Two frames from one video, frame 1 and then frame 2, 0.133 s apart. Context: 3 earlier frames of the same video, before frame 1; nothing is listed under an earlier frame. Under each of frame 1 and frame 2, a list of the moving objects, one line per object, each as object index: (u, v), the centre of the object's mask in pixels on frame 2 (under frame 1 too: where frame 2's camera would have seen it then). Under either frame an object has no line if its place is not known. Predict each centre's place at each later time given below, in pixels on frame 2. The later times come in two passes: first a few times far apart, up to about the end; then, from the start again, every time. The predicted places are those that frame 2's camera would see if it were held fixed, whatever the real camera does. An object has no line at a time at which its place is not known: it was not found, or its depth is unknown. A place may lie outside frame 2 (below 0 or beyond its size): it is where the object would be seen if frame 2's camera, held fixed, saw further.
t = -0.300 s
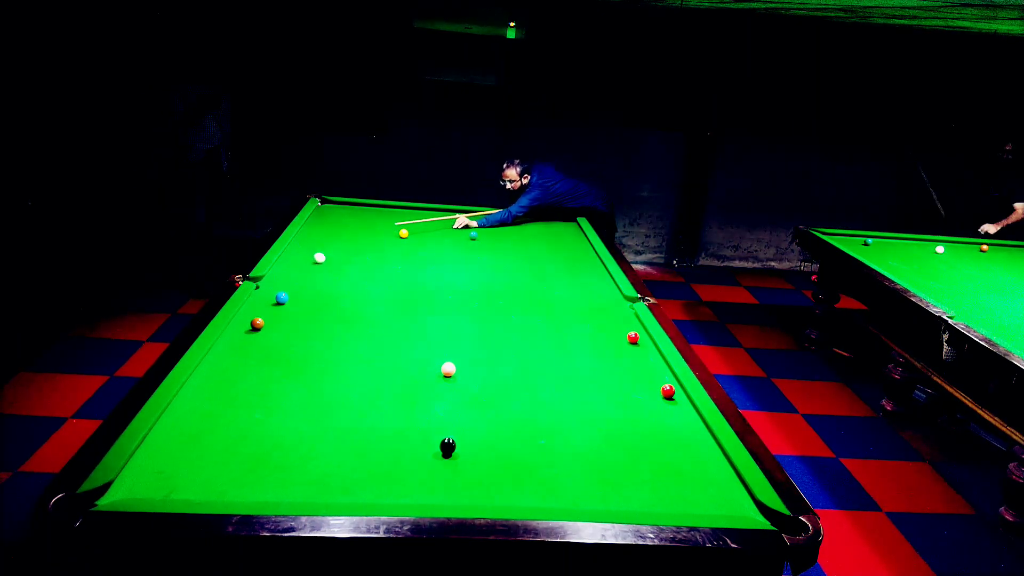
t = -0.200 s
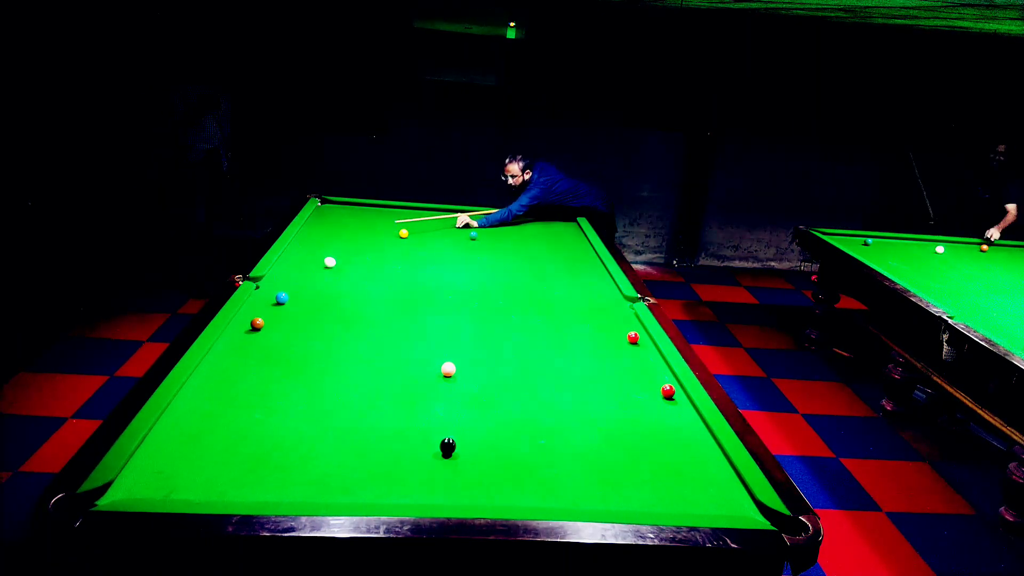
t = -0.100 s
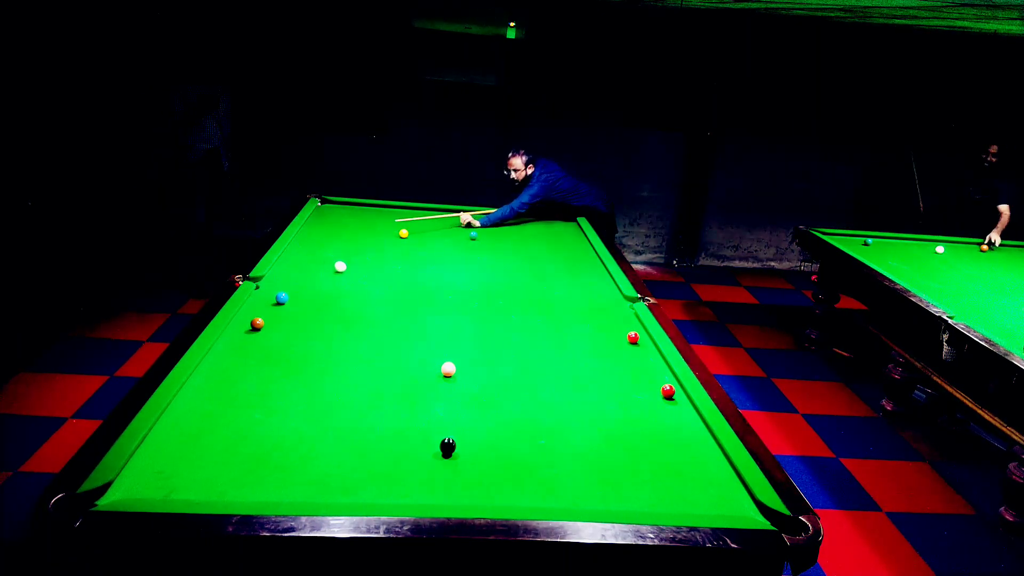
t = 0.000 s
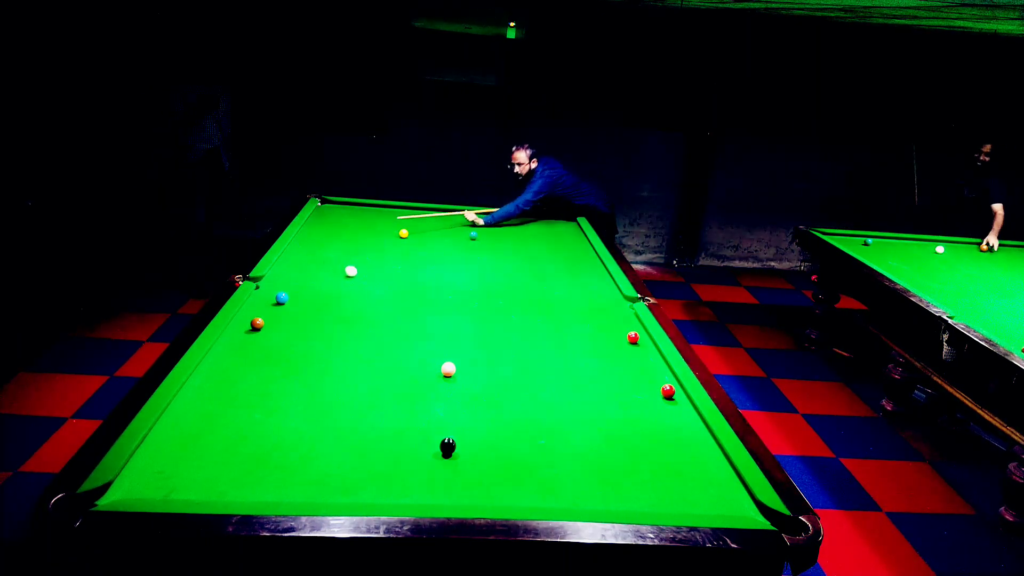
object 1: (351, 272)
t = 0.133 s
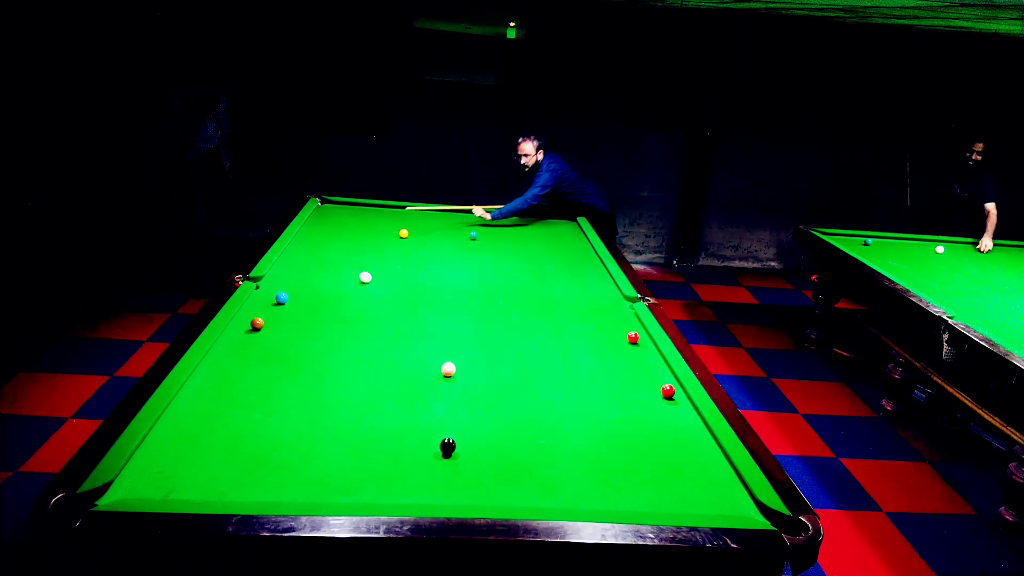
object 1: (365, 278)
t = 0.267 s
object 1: (380, 284)
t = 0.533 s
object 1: (410, 296)
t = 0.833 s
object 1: (446, 311)
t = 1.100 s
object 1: (479, 325)
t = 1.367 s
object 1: (513, 339)
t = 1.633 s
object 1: (549, 353)
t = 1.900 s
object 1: (586, 369)
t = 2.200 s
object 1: (630, 387)
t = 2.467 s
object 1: (671, 404)
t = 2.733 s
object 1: (686, 417)
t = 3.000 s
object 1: (671, 425)
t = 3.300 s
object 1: (654, 433)
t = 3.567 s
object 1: (640, 440)
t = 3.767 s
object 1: (629, 445)
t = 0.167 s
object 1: (369, 279)
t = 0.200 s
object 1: (372, 281)
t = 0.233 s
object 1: (376, 282)
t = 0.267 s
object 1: (380, 284)
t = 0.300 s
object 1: (384, 285)
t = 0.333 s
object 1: (387, 287)
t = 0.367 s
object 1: (391, 288)
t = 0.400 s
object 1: (395, 290)
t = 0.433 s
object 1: (399, 292)
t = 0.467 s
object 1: (402, 293)
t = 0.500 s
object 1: (406, 295)
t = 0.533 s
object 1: (410, 296)
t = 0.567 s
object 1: (414, 298)
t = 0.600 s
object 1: (418, 300)
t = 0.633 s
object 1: (422, 301)
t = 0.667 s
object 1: (426, 303)
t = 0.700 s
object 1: (430, 305)
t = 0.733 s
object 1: (434, 306)
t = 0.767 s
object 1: (438, 308)
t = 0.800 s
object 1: (442, 309)
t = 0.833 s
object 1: (446, 311)
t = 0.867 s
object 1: (450, 313)
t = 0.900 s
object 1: (454, 314)
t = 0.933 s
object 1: (458, 316)
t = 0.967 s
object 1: (462, 318)
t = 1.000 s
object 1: (466, 319)
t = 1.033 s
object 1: (470, 321)
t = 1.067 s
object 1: (475, 323)
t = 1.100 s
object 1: (479, 325)
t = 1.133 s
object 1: (483, 326)
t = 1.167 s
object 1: (487, 328)
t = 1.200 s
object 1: (492, 330)
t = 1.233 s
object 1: (496, 332)
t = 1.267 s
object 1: (500, 333)
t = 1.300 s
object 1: (504, 335)
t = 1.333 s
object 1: (509, 337)
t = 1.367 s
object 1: (513, 339)
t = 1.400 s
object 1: (518, 341)
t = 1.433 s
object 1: (522, 343)
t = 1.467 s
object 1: (526, 344)
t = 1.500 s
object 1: (531, 346)
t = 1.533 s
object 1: (535, 348)
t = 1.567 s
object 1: (540, 350)
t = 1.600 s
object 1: (545, 352)
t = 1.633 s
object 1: (549, 353)
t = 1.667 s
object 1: (554, 356)
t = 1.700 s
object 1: (558, 358)
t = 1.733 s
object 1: (563, 359)
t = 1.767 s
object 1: (568, 361)
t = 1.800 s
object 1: (572, 363)
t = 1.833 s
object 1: (577, 365)
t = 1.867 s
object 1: (581, 367)
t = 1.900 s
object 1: (586, 369)
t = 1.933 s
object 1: (591, 371)
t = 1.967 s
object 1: (596, 373)
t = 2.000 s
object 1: (601, 375)
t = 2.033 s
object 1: (606, 377)
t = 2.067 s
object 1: (611, 379)
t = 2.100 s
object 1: (616, 381)
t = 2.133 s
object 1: (620, 383)
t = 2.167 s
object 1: (625, 385)
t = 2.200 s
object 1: (630, 387)
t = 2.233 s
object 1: (635, 389)
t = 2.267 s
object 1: (640, 391)
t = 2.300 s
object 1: (645, 393)
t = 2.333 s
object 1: (650, 395)
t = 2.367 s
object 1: (656, 397)
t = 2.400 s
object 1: (661, 399)
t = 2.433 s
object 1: (666, 402)
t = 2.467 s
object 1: (671, 404)
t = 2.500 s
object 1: (676, 406)
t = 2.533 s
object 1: (682, 408)
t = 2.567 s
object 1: (687, 410)
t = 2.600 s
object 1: (692, 412)
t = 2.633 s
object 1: (691, 413)
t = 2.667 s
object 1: (689, 414)
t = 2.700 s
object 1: (688, 415)
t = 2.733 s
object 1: (686, 417)
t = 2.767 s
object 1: (684, 417)
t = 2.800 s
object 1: (682, 419)
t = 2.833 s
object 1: (681, 420)
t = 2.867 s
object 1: (679, 421)
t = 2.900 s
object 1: (677, 422)
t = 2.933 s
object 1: (675, 423)
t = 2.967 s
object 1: (673, 424)
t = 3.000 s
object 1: (671, 425)
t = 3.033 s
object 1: (670, 426)
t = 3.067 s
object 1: (668, 427)
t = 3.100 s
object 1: (666, 428)
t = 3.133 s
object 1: (664, 429)
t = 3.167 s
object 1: (662, 429)
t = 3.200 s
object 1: (660, 431)
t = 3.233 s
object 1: (658, 432)
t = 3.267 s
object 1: (656, 433)
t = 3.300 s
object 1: (654, 433)
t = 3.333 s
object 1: (653, 434)
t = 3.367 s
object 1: (650, 435)
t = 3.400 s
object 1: (649, 436)
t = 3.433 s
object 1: (647, 437)
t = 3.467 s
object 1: (645, 438)
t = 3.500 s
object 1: (643, 439)
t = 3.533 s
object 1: (642, 440)
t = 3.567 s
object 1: (640, 440)
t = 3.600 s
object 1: (638, 441)
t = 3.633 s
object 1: (636, 442)
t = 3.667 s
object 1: (634, 443)
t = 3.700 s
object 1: (633, 444)
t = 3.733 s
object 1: (631, 444)
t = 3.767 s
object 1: (629, 445)
